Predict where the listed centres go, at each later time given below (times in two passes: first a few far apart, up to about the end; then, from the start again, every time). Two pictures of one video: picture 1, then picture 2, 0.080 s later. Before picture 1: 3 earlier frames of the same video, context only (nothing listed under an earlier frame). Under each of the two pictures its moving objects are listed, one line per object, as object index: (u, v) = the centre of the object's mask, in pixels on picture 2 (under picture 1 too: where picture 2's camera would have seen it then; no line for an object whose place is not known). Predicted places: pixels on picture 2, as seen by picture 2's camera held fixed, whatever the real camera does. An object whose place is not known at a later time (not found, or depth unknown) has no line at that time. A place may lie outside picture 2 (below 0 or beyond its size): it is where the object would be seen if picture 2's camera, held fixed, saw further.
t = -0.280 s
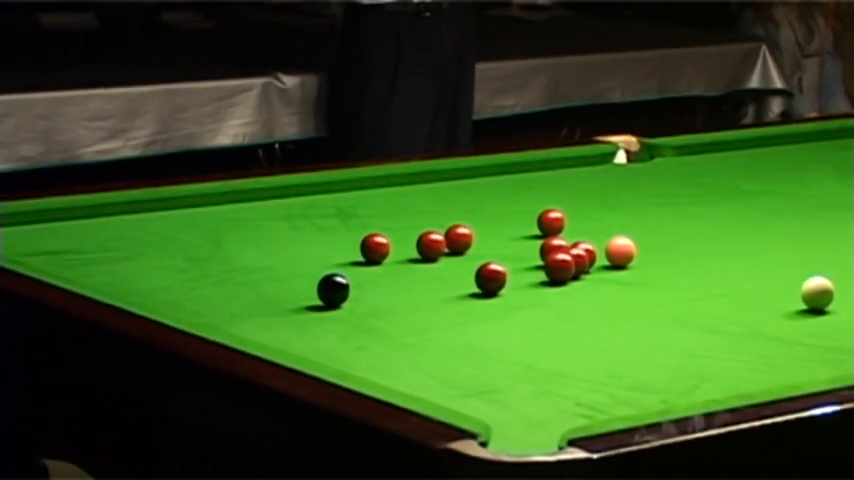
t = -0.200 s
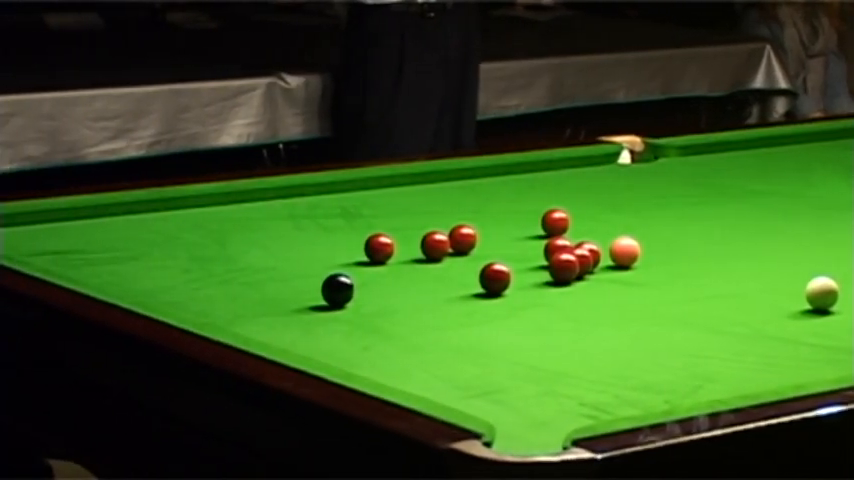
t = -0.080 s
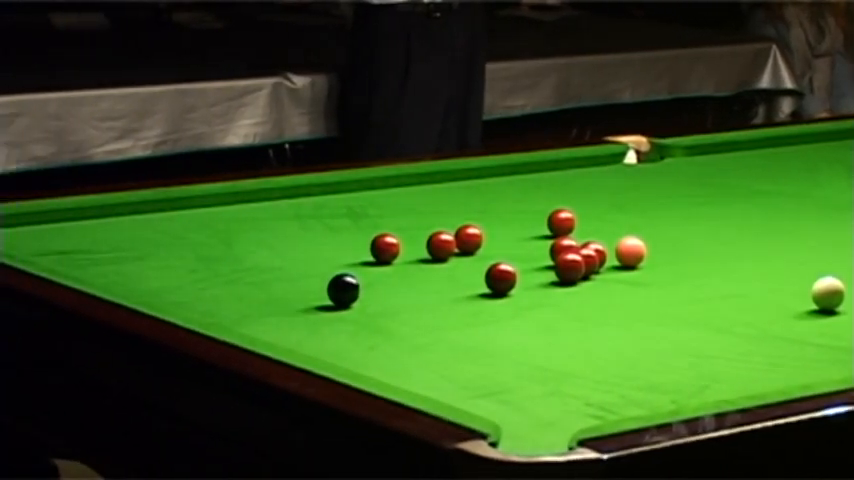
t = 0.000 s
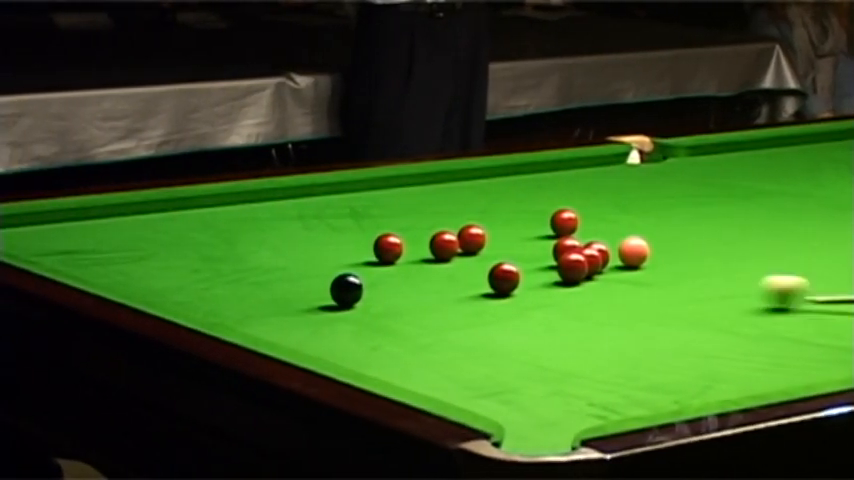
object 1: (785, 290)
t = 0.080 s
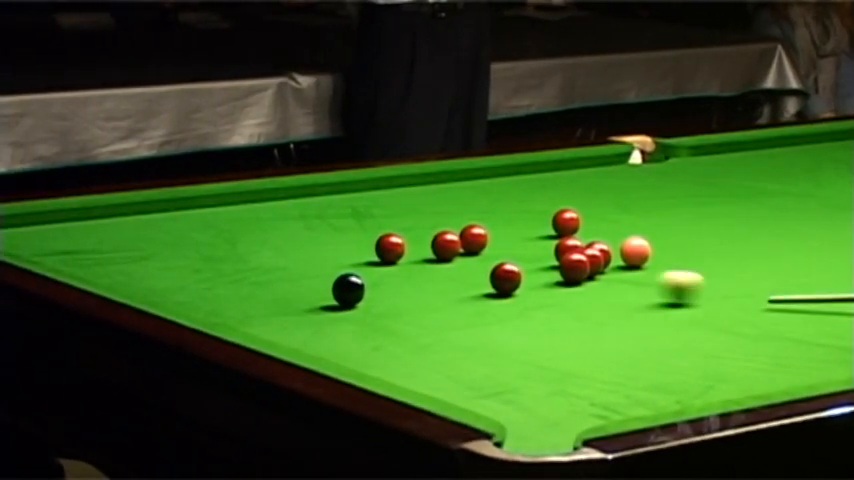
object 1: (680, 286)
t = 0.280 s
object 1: (531, 283)
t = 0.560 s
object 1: (521, 291)
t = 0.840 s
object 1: (513, 298)
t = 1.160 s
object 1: (504, 306)
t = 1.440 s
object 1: (498, 312)
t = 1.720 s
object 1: (493, 317)
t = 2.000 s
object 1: (489, 321)
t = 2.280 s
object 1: (487, 325)
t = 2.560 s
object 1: (485, 327)
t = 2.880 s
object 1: (485, 328)
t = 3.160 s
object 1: (486, 327)
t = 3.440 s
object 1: (485, 328)
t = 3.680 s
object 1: (485, 327)
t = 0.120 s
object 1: (632, 284)
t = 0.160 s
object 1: (587, 282)
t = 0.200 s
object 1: (544, 280)
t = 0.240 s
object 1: (533, 282)
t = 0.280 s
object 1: (531, 283)
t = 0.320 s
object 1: (529, 284)
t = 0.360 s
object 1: (528, 285)
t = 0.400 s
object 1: (527, 287)
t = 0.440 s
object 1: (525, 288)
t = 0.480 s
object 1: (524, 289)
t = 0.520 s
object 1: (522, 290)
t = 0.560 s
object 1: (521, 291)
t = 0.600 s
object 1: (520, 292)
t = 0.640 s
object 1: (518, 293)
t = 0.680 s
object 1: (517, 294)
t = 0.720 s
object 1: (516, 295)
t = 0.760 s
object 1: (515, 296)
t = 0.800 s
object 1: (514, 297)
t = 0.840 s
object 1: (513, 298)
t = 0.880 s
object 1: (512, 299)
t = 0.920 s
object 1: (510, 300)
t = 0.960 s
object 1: (509, 301)
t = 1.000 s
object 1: (508, 302)
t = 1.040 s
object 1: (507, 303)
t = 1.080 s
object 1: (506, 304)
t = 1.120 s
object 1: (505, 305)
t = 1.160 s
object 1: (504, 306)
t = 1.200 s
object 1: (503, 307)
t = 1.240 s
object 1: (502, 308)
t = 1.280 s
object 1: (501, 308)
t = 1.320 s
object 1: (500, 309)
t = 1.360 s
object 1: (499, 310)
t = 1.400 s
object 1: (498, 311)
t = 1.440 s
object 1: (498, 312)
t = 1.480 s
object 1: (497, 313)
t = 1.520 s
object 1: (496, 314)
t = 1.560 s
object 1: (495, 314)
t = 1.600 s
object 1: (495, 315)
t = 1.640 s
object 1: (494, 316)
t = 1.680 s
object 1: (493, 316)
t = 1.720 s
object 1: (493, 317)
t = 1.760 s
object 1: (492, 318)
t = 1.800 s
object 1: (492, 318)
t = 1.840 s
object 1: (491, 319)
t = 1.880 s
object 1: (491, 319)
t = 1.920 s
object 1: (491, 320)
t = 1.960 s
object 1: (490, 321)
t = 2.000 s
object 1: (489, 321)
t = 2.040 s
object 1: (489, 322)
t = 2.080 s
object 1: (489, 322)
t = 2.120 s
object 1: (488, 323)
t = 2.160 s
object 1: (488, 323)
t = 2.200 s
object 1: (488, 323)
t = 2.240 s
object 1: (487, 324)
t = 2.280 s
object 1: (487, 325)
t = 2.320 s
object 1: (486, 325)
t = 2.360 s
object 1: (486, 325)
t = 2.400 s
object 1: (486, 325)
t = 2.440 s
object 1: (486, 326)
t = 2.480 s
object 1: (486, 326)
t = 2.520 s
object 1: (486, 326)
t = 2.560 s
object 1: (485, 327)
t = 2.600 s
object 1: (486, 327)
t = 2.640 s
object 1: (486, 327)
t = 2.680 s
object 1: (486, 327)
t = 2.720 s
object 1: (486, 327)
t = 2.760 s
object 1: (486, 328)
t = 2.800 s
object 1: (485, 328)
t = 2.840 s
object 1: (485, 328)
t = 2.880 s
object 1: (485, 328)
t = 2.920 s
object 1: (485, 328)
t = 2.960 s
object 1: (485, 328)
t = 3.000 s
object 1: (485, 328)
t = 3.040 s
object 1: (485, 327)
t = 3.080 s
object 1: (485, 328)
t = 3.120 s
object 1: (485, 328)
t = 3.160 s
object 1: (486, 327)
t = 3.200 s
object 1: (485, 328)
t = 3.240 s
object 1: (485, 328)
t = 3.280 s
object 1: (485, 328)
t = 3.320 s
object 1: (485, 328)
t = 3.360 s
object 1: (485, 328)
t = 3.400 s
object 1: (485, 328)
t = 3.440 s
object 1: (485, 328)
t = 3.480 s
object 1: (485, 328)
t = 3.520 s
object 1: (485, 328)
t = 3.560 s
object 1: (485, 328)
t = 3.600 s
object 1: (485, 328)
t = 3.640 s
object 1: (485, 328)
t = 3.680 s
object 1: (485, 327)
